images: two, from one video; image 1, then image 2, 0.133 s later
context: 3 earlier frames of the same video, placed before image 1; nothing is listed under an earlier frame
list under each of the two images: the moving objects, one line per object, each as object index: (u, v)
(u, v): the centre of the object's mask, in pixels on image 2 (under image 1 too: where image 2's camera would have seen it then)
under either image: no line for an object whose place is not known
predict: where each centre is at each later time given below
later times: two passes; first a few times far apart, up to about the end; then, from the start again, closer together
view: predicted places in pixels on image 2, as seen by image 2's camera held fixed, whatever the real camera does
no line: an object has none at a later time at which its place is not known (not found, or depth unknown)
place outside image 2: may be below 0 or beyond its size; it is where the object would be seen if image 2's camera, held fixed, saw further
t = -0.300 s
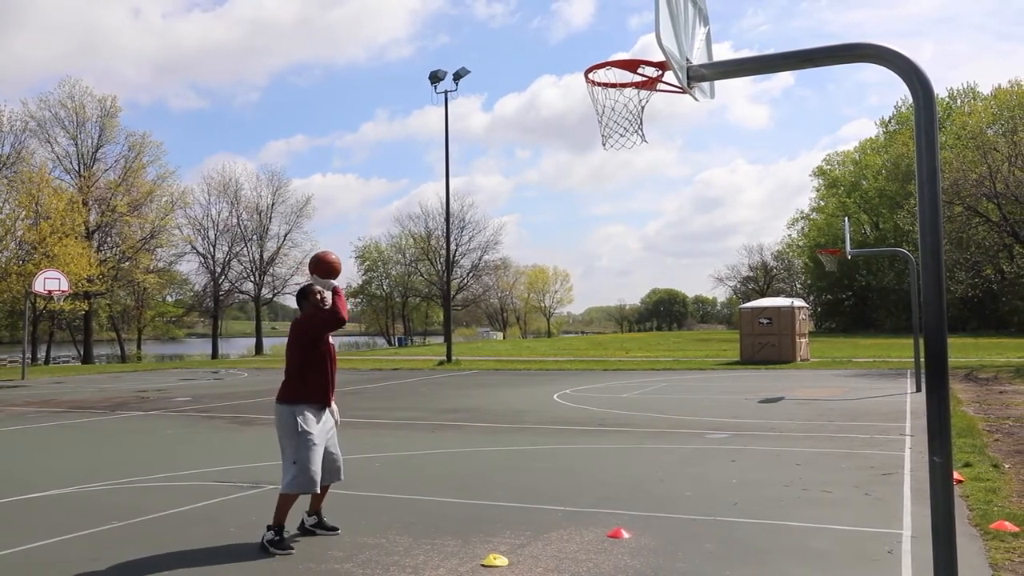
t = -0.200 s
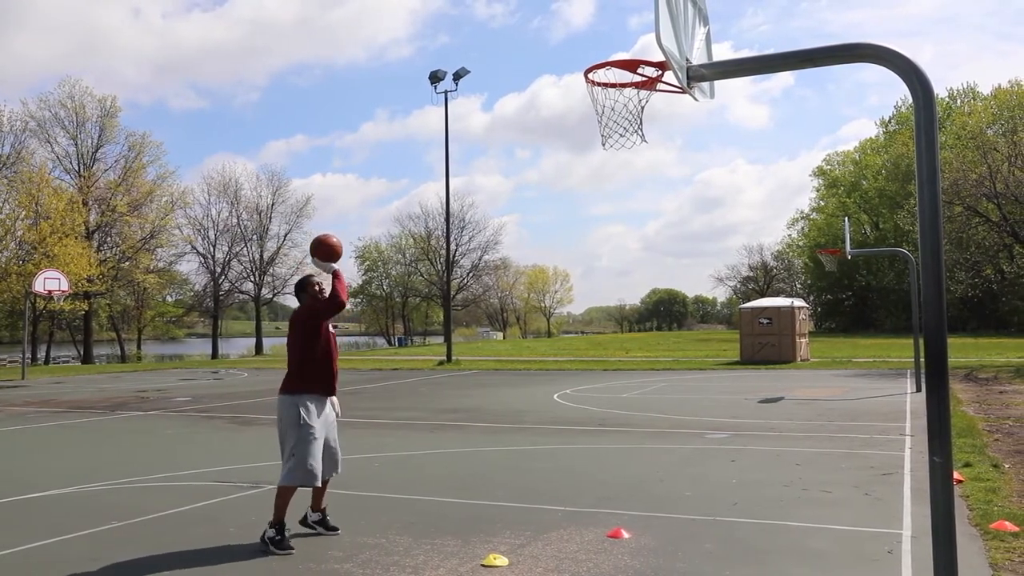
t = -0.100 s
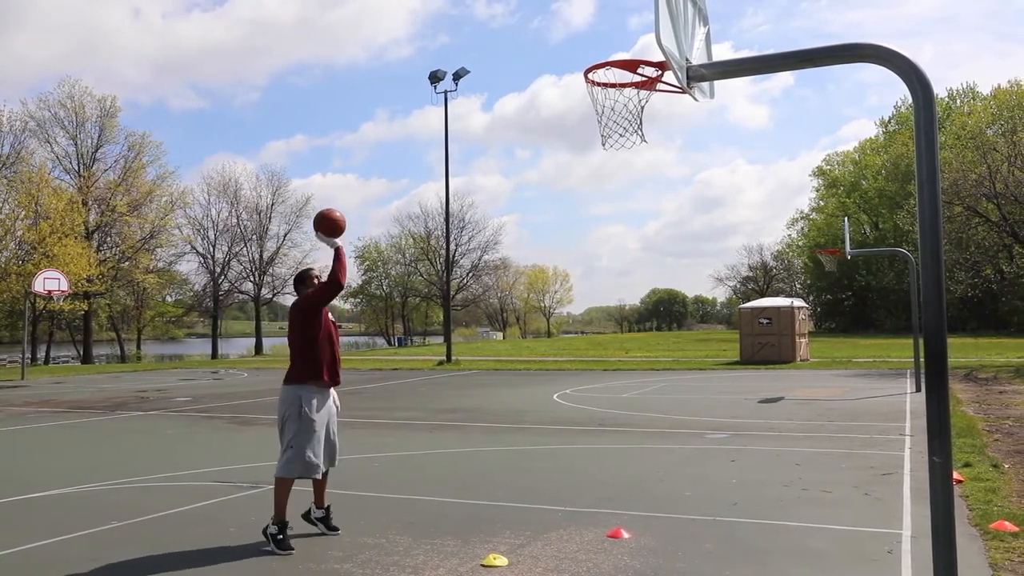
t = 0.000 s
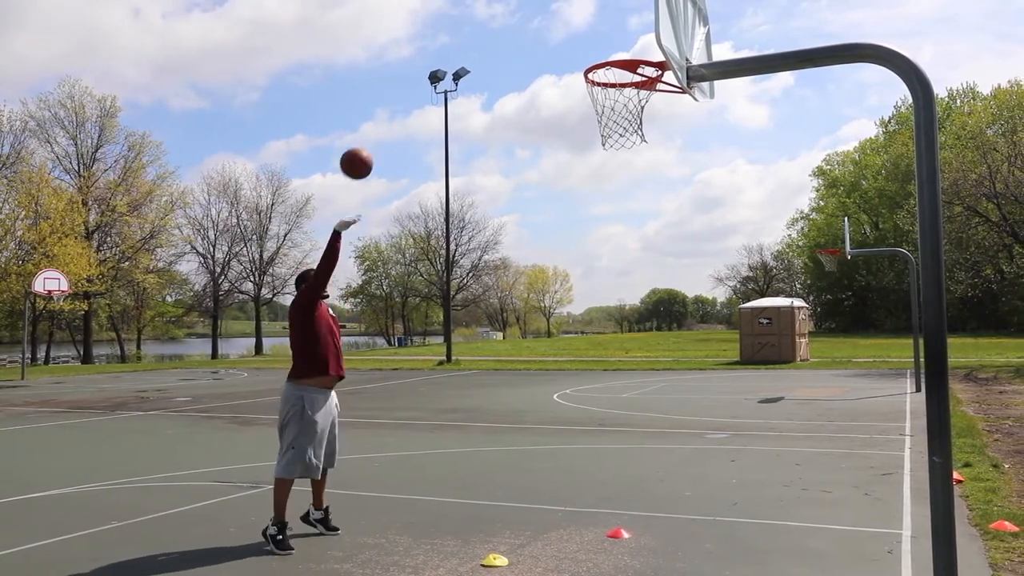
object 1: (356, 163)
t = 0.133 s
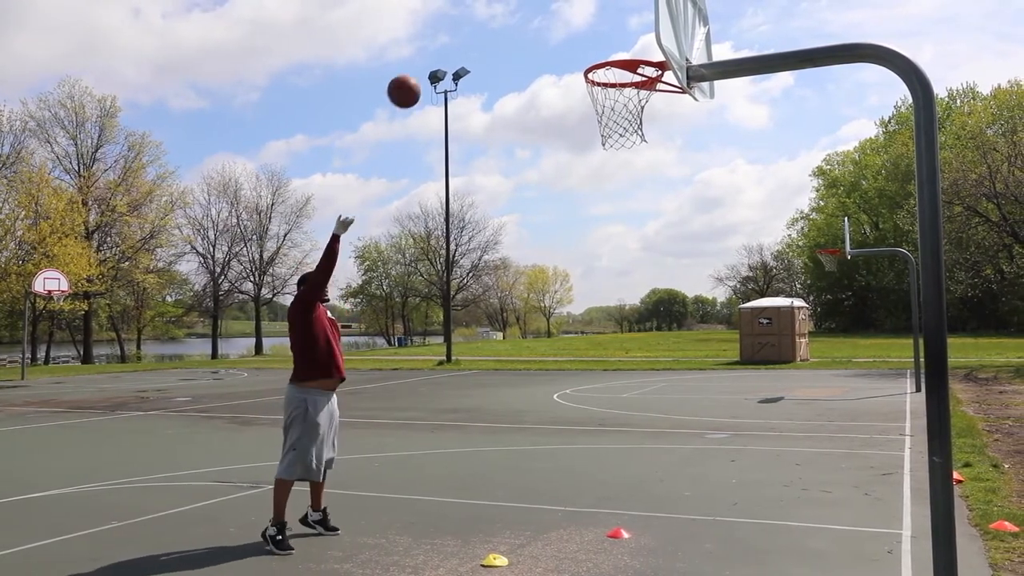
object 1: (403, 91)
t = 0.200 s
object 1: (428, 63)
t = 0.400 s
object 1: (505, 17)
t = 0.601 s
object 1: (588, 26)
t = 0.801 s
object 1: (639, 39)
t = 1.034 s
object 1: (633, 12)
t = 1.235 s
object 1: (629, 51)
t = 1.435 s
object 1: (626, 182)
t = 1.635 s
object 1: (625, 419)
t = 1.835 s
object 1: (625, 559)
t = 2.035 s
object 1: (628, 392)
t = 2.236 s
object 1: (632, 301)
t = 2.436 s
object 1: (639, 301)
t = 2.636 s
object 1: (650, 402)
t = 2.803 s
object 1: (660, 567)
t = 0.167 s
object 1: (416, 77)
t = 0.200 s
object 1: (428, 63)
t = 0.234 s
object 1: (441, 52)
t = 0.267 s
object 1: (453, 42)
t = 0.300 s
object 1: (466, 33)
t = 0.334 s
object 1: (479, 26)
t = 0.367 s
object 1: (492, 20)
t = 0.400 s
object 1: (505, 17)
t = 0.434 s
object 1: (519, 15)
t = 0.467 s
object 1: (532, 14)
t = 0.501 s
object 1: (546, 15)
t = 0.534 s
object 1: (560, 17)
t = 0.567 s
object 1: (573, 20)
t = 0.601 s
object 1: (588, 26)
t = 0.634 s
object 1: (602, 34)
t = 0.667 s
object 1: (617, 42)
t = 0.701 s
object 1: (631, 49)
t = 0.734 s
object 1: (643, 53)
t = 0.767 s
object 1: (641, 47)
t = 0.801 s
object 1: (639, 39)
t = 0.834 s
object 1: (638, 30)
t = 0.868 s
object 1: (637, 22)
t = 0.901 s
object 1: (636, 16)
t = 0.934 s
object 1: (636, 14)
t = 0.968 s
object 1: (635, 12)
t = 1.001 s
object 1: (634, 12)
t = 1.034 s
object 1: (633, 12)
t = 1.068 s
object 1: (632, 13)
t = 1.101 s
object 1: (632, 16)
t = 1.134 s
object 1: (631, 19)
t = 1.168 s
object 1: (630, 28)
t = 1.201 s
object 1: (629, 38)
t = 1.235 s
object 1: (629, 51)
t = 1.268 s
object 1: (628, 67)
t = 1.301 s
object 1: (627, 85)
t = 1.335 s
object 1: (627, 106)
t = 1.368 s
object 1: (626, 128)
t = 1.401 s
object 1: (626, 153)
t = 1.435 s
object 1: (626, 182)
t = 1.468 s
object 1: (626, 213)
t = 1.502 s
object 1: (626, 248)
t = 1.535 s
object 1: (626, 287)
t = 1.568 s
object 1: (625, 327)
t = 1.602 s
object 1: (625, 371)
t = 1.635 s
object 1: (625, 419)
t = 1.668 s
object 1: (626, 471)
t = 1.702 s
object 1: (625, 525)
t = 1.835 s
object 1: (625, 559)
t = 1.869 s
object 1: (625, 530)
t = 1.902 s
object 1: (626, 498)
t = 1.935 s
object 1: (626, 469)
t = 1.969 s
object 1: (627, 441)
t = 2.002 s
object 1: (627, 416)
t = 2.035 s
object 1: (628, 392)
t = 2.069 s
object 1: (628, 371)
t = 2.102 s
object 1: (629, 352)
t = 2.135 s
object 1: (630, 336)
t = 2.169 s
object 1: (631, 322)
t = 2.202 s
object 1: (631, 311)
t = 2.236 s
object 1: (632, 301)
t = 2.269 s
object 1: (633, 295)
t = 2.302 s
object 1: (635, 291)
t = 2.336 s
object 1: (636, 289)
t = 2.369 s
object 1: (637, 291)
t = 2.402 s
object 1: (638, 294)
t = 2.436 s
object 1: (639, 301)
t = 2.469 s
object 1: (641, 311)
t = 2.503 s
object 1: (642, 323)
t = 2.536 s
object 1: (644, 338)
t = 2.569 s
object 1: (646, 357)
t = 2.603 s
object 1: (648, 378)
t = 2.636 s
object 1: (650, 402)
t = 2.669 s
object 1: (652, 430)
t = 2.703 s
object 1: (654, 461)
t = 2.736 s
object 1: (656, 494)
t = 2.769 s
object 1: (658, 531)
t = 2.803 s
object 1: (660, 567)
